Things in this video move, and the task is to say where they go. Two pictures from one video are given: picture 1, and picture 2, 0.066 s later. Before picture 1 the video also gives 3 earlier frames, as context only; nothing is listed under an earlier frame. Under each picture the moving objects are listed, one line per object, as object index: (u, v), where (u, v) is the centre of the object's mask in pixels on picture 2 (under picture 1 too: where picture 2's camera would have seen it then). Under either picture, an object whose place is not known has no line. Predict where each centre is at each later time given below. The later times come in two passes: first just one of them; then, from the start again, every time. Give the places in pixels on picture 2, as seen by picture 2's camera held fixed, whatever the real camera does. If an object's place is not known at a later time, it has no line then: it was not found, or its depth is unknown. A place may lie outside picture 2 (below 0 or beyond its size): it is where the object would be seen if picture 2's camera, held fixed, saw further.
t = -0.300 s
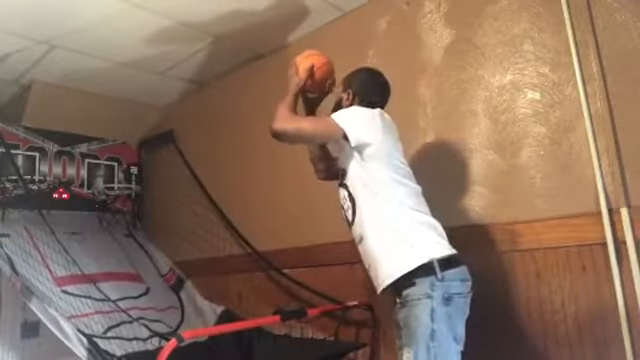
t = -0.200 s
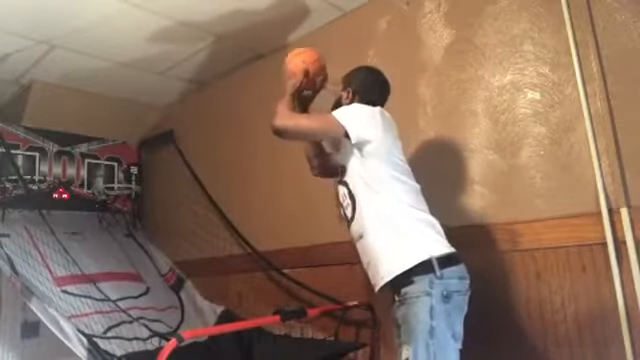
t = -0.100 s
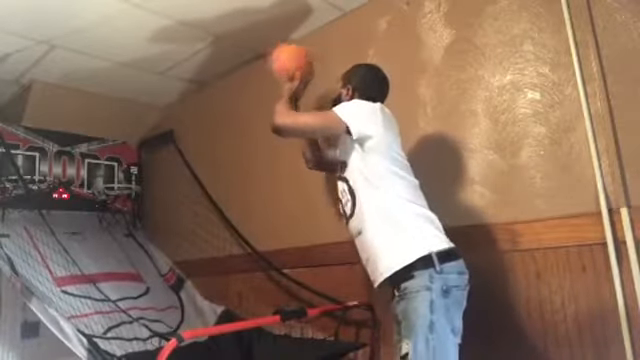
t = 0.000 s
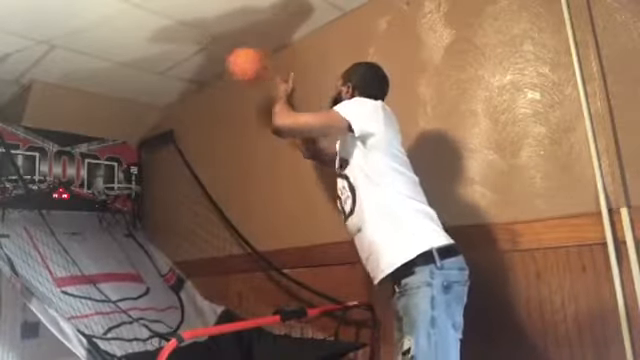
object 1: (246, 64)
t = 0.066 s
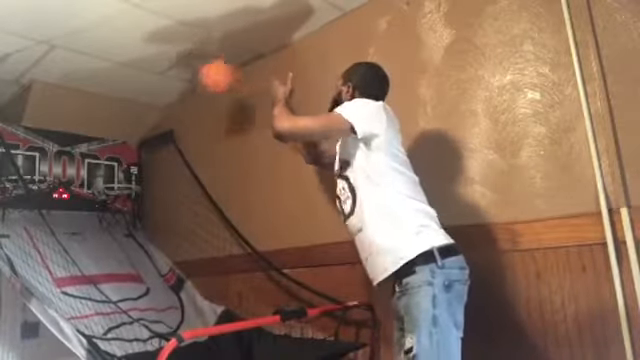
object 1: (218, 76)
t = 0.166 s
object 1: (178, 101)
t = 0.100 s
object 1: (202, 83)
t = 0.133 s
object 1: (192, 92)
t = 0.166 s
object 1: (178, 101)
